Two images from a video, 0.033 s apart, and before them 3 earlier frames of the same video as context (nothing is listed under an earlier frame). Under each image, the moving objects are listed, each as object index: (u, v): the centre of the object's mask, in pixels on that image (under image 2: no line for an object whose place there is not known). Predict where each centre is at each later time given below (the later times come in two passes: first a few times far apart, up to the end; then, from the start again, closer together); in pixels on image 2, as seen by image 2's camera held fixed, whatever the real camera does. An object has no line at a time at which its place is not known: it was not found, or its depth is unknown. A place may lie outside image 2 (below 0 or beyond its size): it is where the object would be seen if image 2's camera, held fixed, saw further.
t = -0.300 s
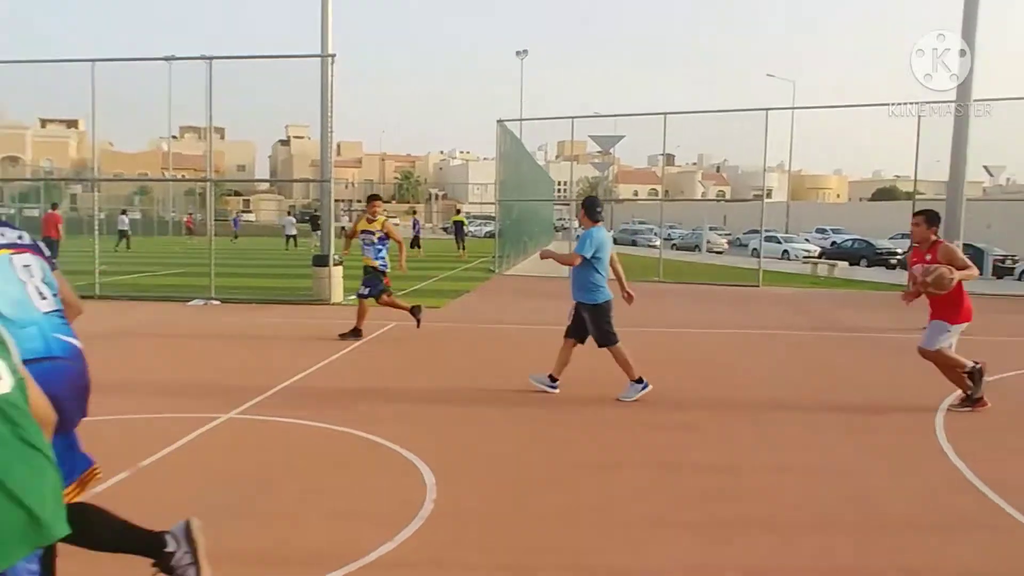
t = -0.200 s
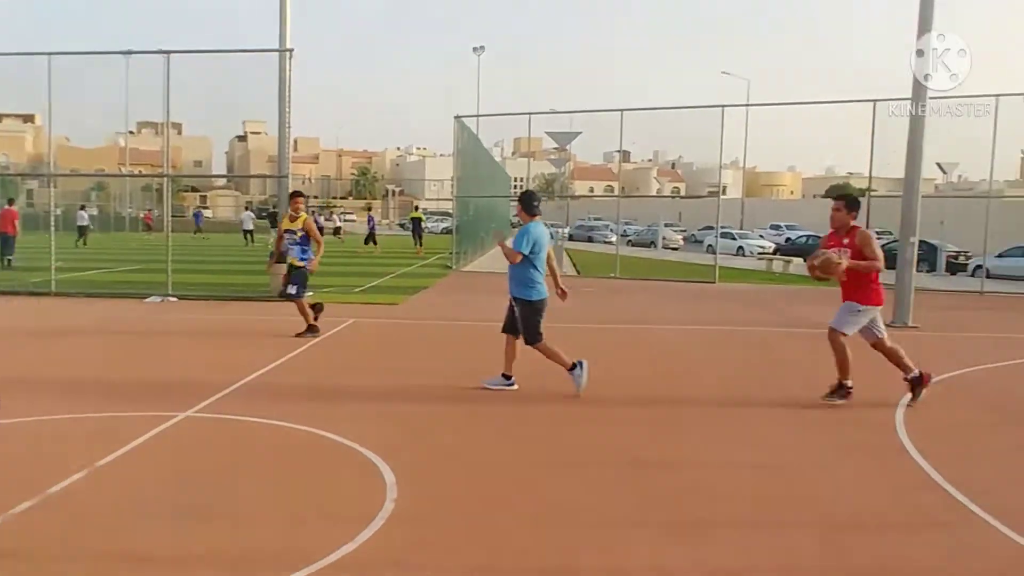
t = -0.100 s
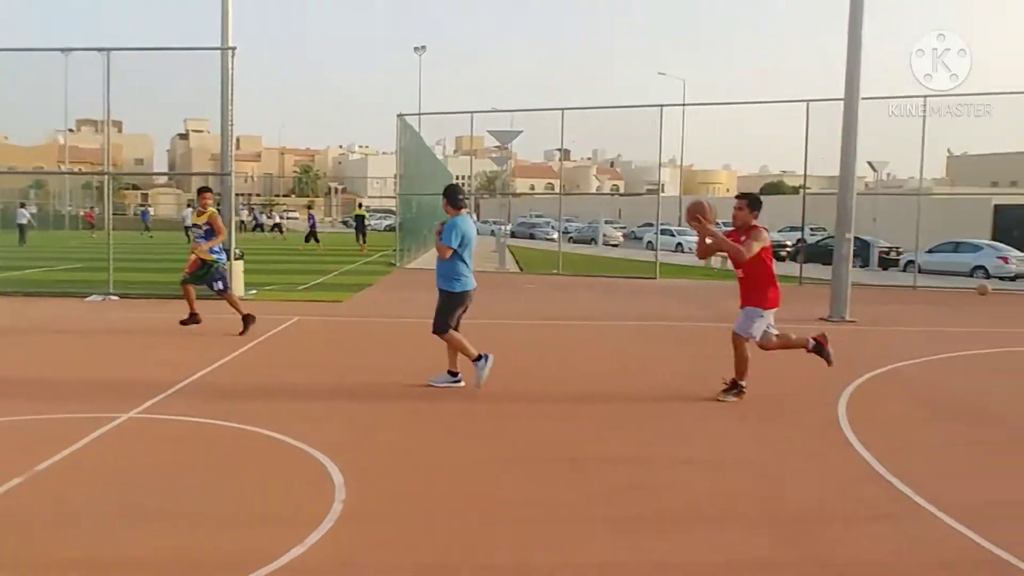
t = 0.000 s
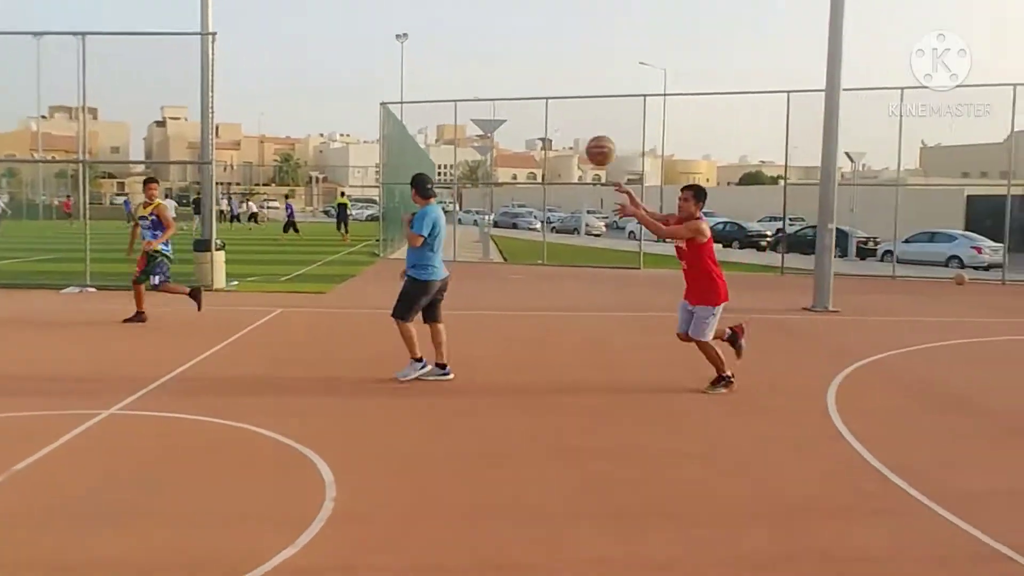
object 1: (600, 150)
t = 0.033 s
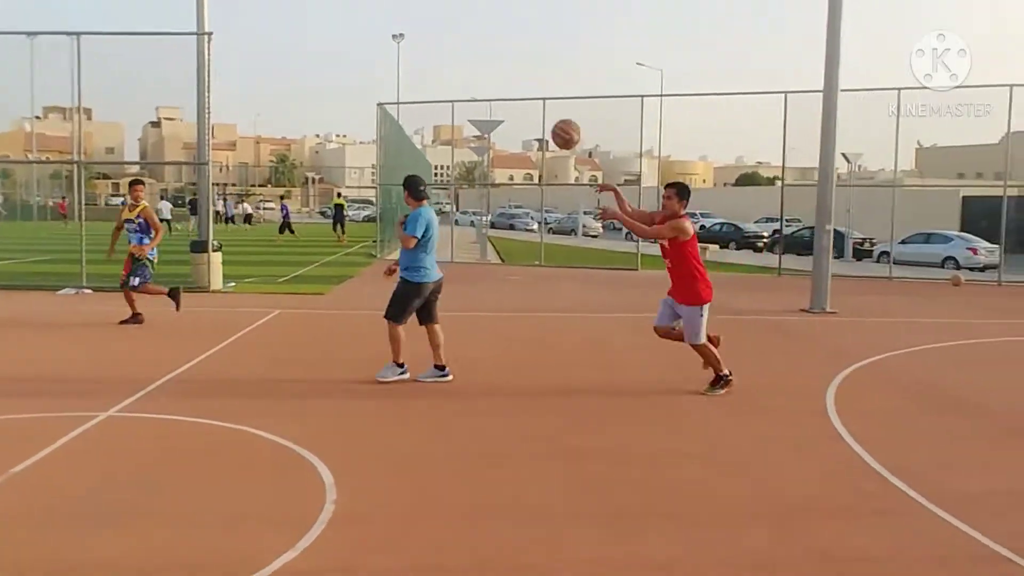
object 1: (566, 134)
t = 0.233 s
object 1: (396, 65)
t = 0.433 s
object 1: (262, 48)
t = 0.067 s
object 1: (536, 118)
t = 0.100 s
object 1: (507, 105)
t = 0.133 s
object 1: (479, 92)
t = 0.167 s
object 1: (451, 81)
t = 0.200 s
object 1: (423, 72)
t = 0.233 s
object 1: (396, 65)
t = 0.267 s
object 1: (370, 58)
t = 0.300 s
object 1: (344, 54)
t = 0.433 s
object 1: (262, 48)
